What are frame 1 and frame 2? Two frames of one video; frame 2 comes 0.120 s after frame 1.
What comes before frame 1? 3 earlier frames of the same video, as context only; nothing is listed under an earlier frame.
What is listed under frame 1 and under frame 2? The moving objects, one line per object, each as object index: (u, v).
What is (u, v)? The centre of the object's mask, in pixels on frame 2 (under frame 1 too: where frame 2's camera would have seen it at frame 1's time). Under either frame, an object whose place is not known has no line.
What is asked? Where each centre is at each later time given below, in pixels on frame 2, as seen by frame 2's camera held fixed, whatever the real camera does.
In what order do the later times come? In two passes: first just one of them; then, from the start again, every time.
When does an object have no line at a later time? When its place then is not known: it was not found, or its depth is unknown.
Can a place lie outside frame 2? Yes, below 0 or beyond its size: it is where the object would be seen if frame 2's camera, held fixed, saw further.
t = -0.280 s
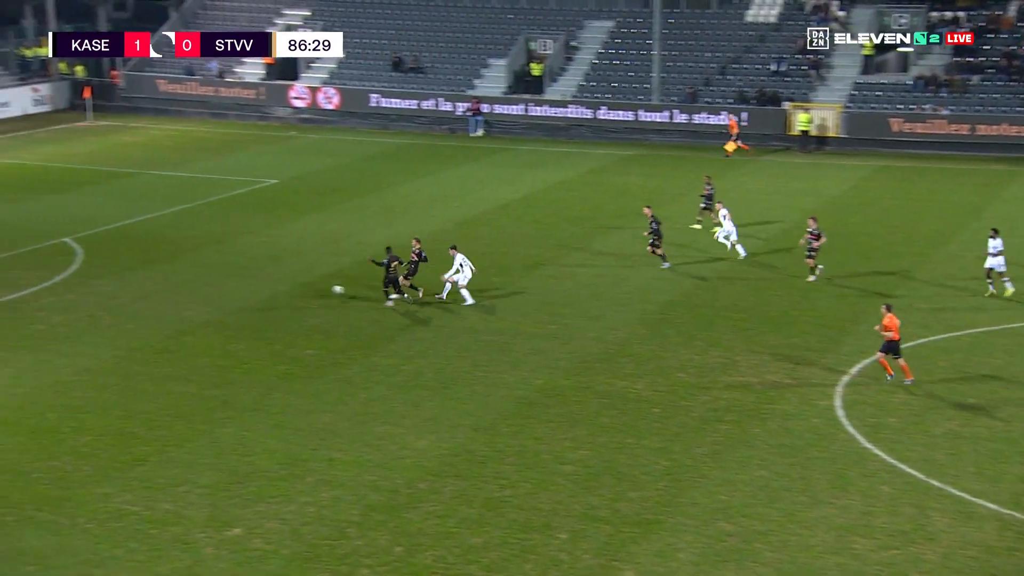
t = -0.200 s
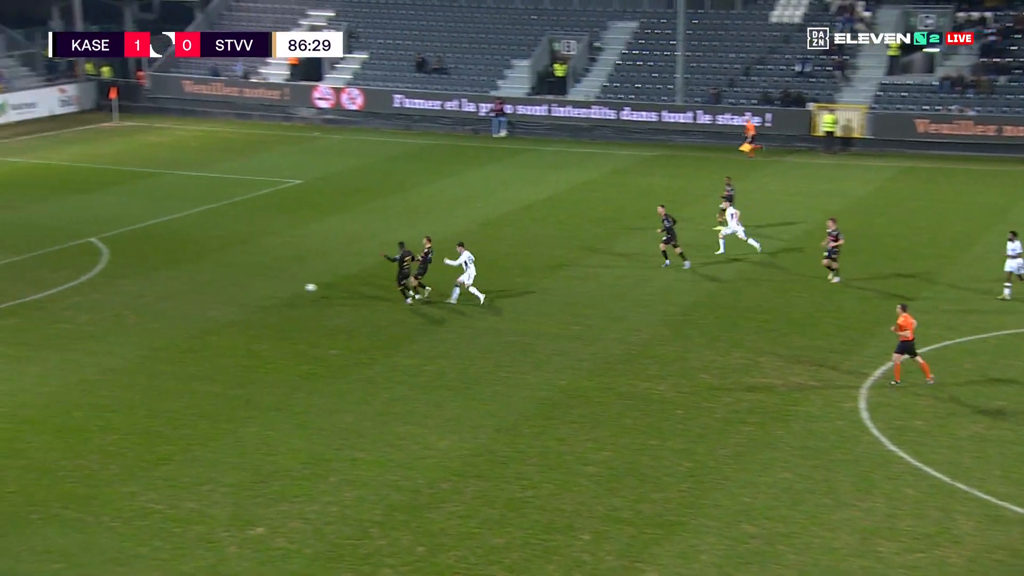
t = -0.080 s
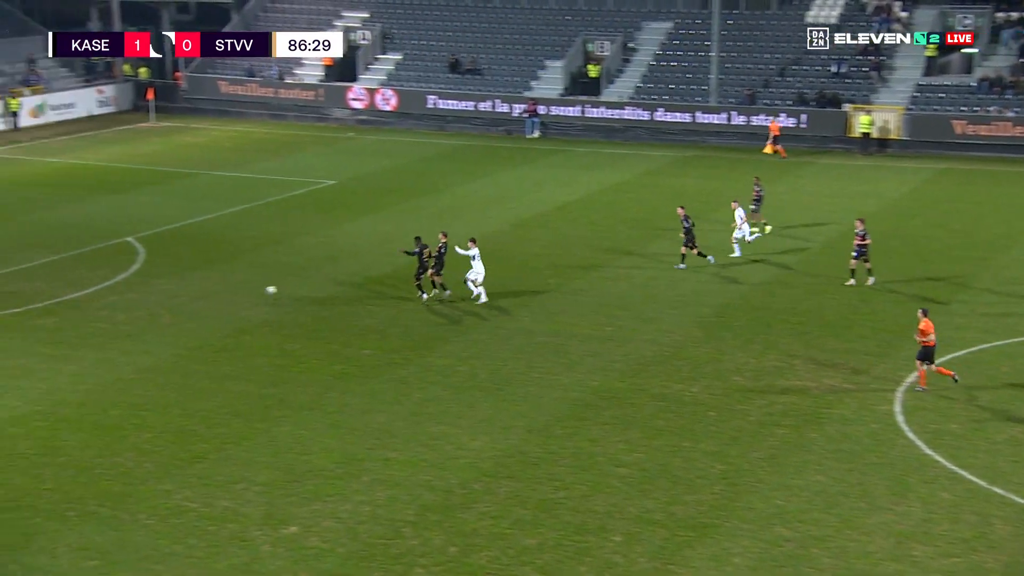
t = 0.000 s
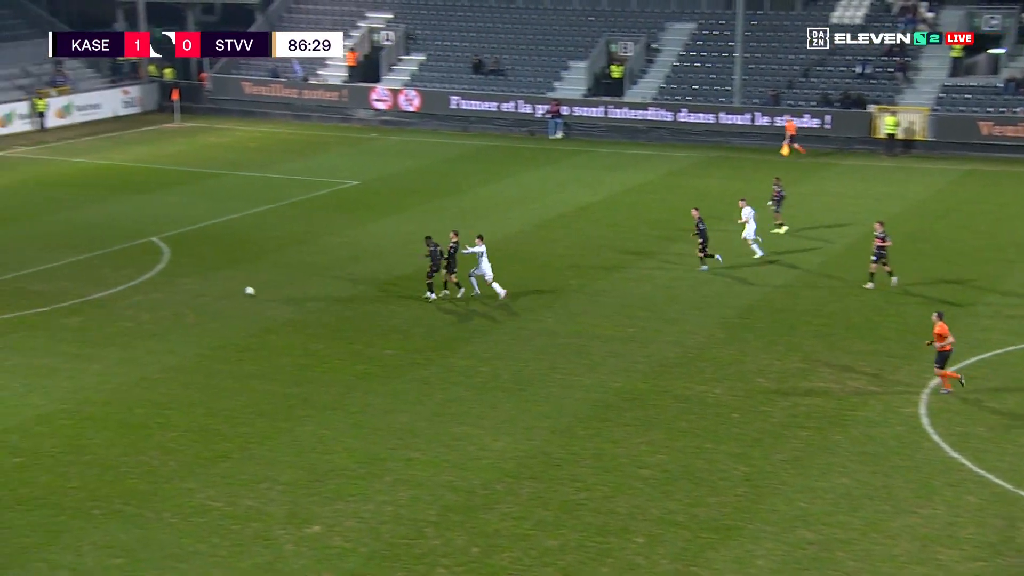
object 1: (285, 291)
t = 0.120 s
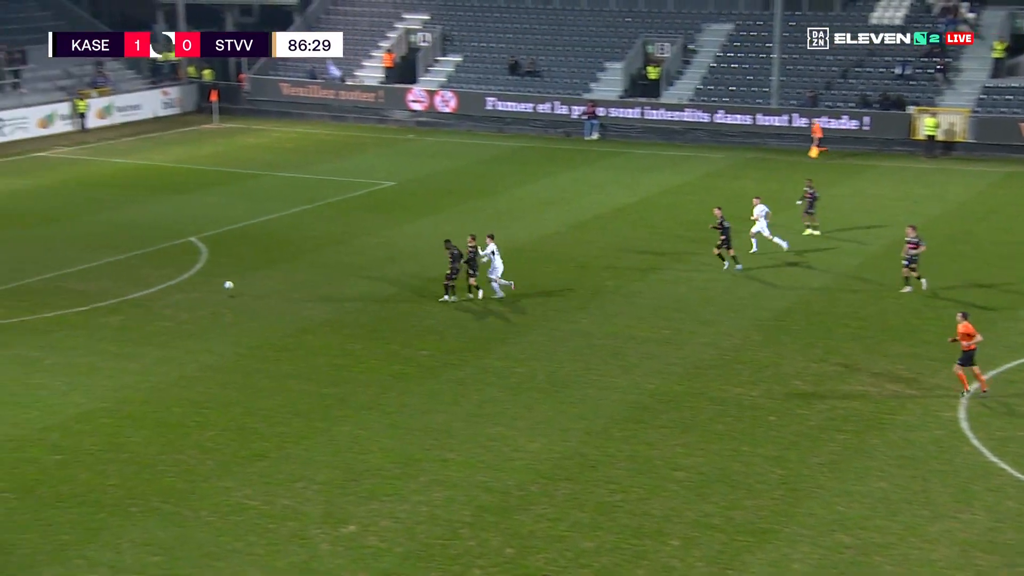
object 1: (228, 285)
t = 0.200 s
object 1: (192, 285)
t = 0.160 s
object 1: (210, 284)
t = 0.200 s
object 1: (192, 285)
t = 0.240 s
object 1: (175, 286)
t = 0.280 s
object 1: (157, 288)
